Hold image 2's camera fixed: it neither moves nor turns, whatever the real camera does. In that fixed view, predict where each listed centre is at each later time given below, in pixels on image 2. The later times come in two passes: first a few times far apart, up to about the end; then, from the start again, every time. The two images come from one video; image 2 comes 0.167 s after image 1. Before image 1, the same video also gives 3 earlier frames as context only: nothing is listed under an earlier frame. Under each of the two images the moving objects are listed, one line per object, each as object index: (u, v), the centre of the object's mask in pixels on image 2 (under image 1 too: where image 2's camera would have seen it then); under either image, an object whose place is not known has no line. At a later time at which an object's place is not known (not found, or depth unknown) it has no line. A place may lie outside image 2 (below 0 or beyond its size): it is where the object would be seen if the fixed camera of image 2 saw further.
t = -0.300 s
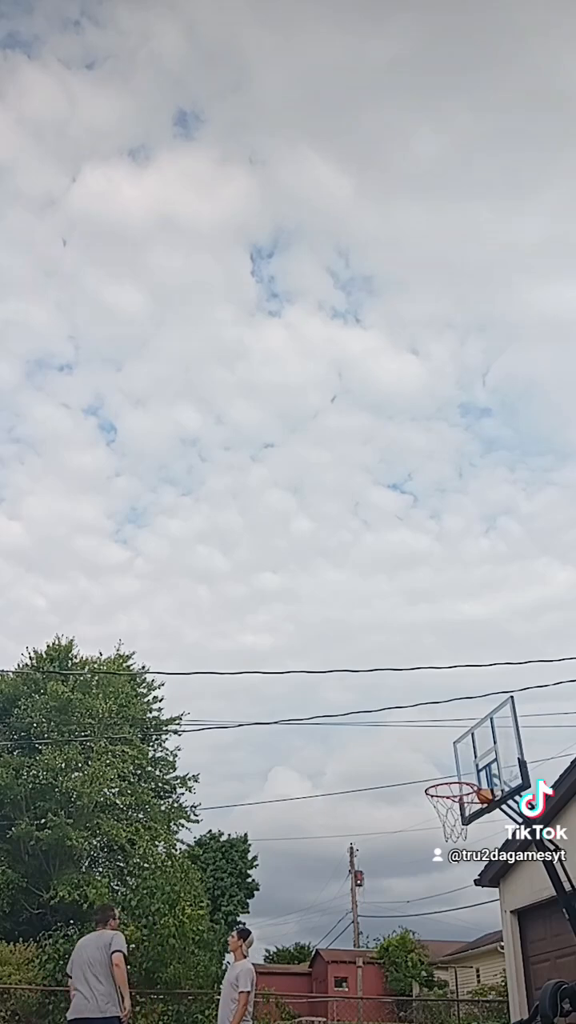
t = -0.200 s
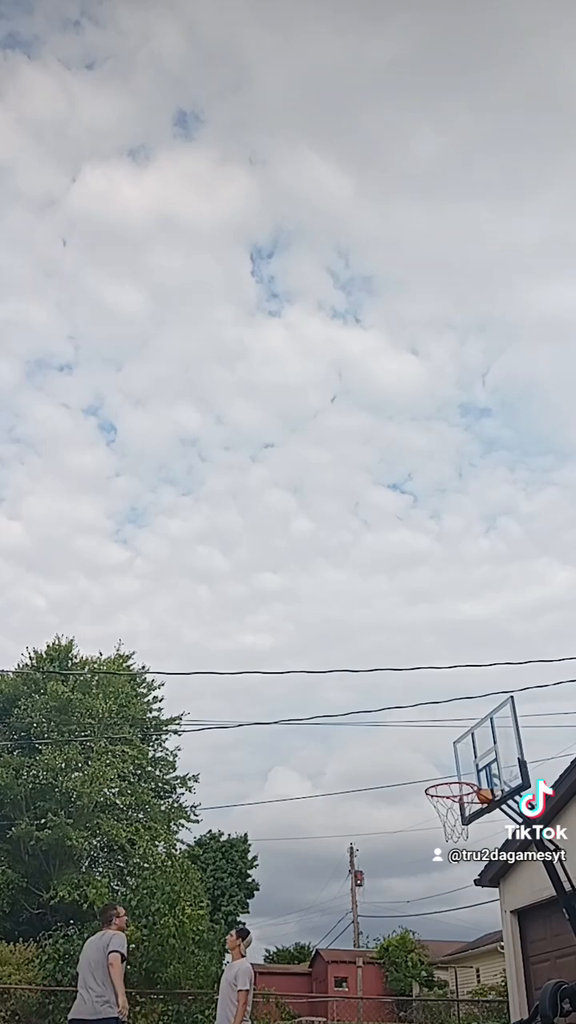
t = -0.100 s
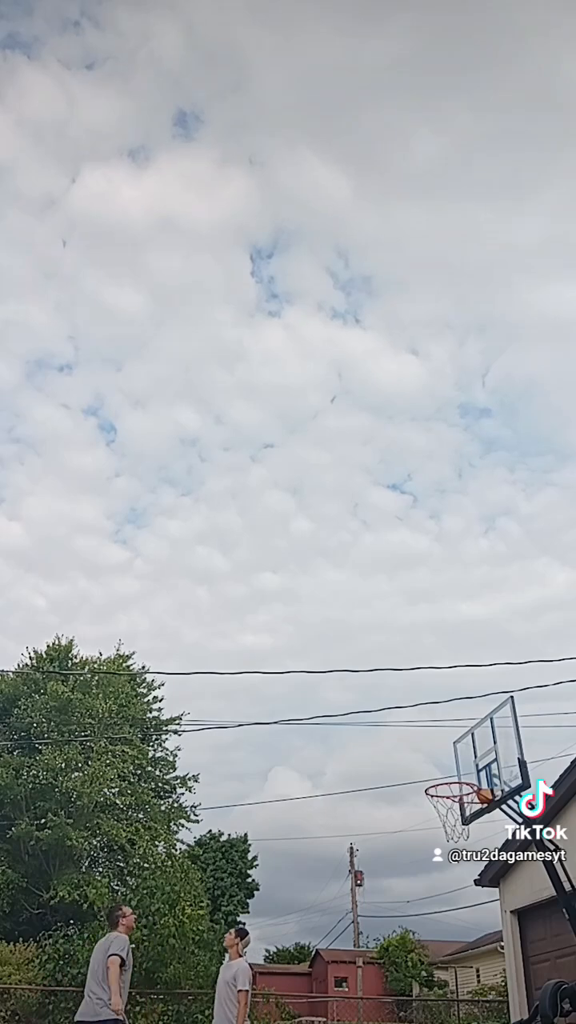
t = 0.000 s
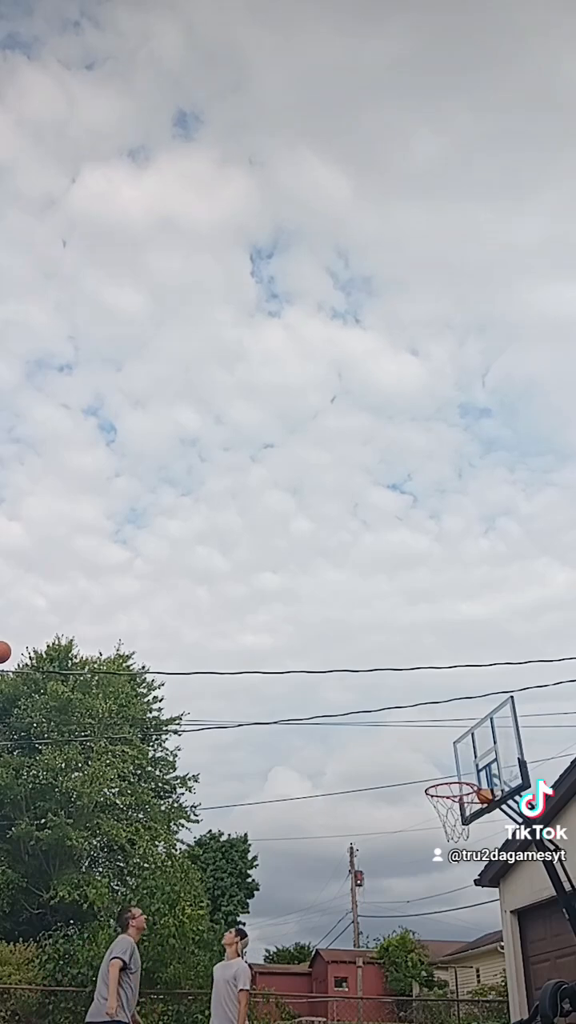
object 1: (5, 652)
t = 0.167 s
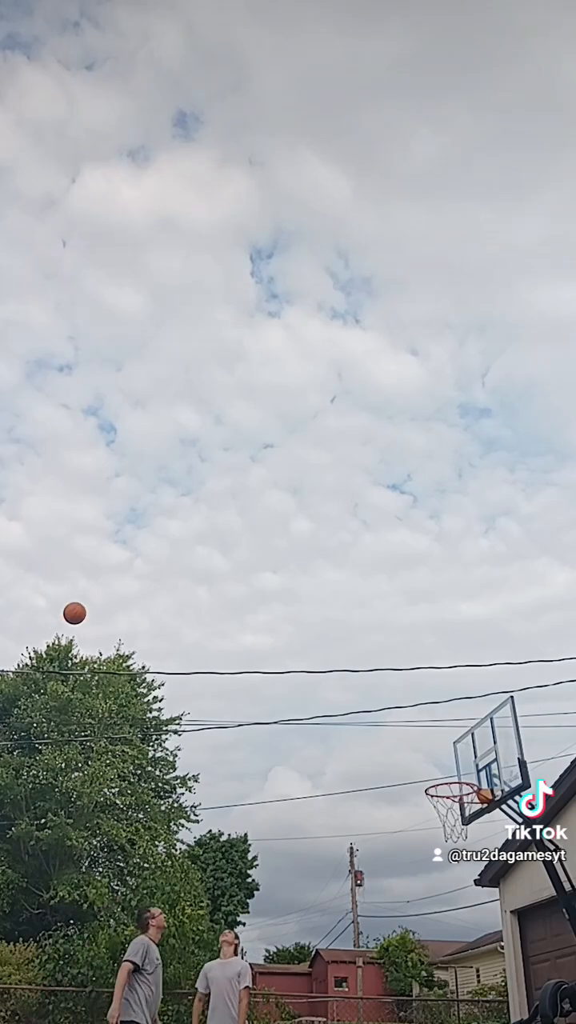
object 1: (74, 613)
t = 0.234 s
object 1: (103, 604)
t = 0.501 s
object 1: (209, 604)
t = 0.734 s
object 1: (304, 654)
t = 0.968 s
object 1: (409, 762)
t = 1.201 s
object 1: (364, 762)
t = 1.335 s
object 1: (322, 774)
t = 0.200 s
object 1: (89, 608)
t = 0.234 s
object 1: (103, 604)
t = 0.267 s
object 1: (116, 601)
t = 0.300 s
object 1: (130, 598)
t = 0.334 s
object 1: (143, 597)
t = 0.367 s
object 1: (156, 597)
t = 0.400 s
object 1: (170, 598)
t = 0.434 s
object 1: (183, 599)
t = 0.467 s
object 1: (196, 601)
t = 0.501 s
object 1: (209, 604)
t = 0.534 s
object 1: (223, 609)
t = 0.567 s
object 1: (236, 614)
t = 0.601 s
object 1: (249, 620)
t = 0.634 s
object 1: (263, 627)
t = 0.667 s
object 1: (276, 635)
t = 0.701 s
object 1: (290, 644)
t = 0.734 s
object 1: (304, 654)
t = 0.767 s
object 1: (318, 665)
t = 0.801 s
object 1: (332, 678)
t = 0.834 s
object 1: (347, 692)
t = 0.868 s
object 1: (362, 707)
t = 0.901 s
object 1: (377, 724)
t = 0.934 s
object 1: (393, 742)
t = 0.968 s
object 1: (409, 762)
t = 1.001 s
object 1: (422, 781)
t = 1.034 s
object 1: (413, 775)
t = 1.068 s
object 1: (403, 770)
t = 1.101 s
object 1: (393, 766)
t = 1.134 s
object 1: (384, 763)
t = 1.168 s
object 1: (374, 762)
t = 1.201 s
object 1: (364, 762)
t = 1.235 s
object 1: (354, 763)
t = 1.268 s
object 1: (344, 765)
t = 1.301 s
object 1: (333, 768)
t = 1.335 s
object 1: (322, 774)
